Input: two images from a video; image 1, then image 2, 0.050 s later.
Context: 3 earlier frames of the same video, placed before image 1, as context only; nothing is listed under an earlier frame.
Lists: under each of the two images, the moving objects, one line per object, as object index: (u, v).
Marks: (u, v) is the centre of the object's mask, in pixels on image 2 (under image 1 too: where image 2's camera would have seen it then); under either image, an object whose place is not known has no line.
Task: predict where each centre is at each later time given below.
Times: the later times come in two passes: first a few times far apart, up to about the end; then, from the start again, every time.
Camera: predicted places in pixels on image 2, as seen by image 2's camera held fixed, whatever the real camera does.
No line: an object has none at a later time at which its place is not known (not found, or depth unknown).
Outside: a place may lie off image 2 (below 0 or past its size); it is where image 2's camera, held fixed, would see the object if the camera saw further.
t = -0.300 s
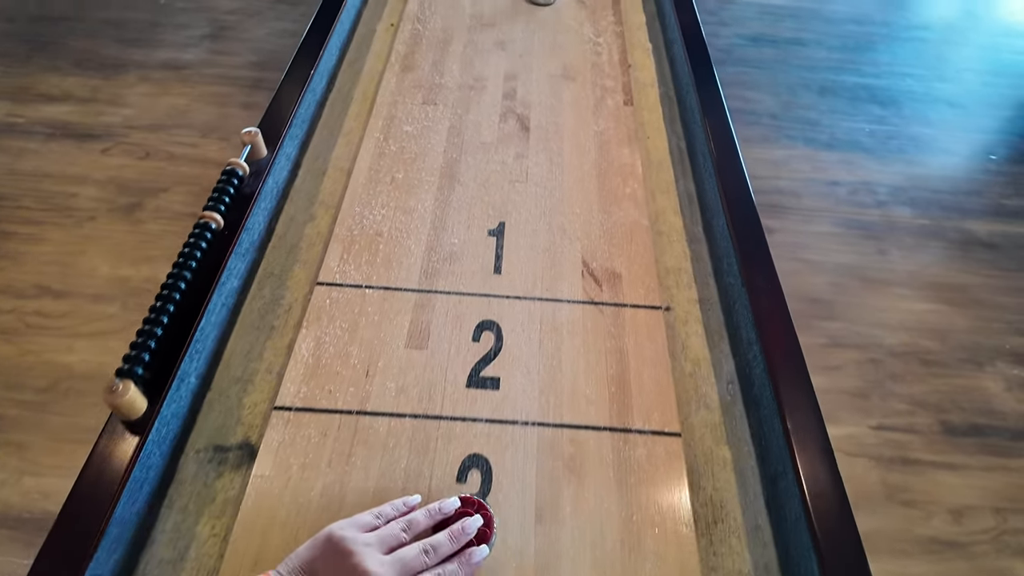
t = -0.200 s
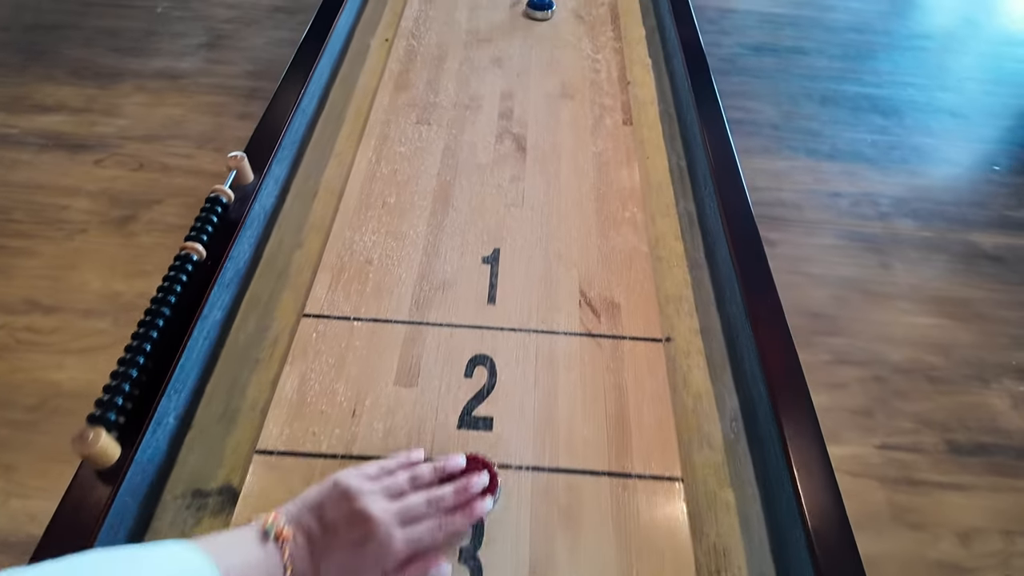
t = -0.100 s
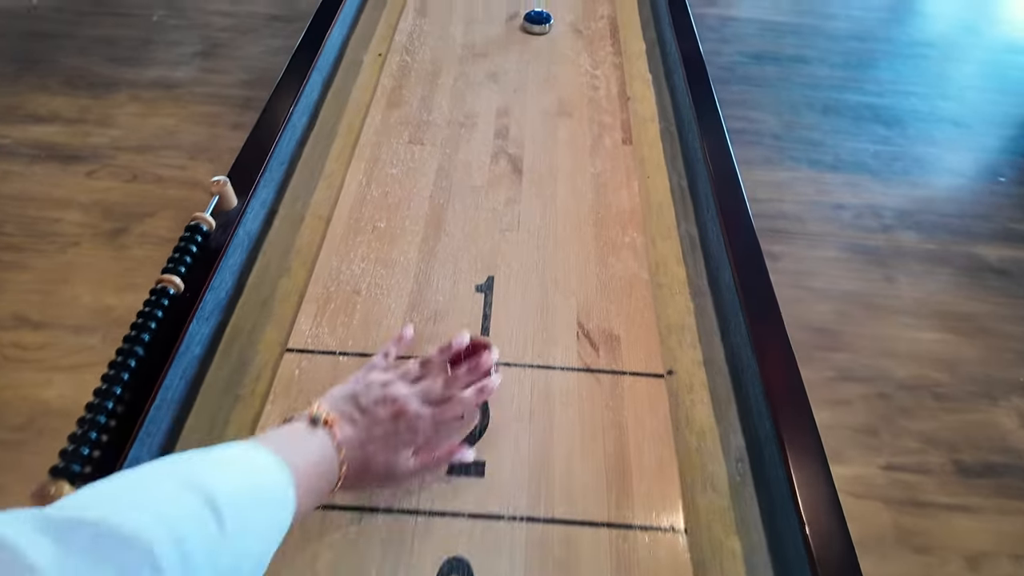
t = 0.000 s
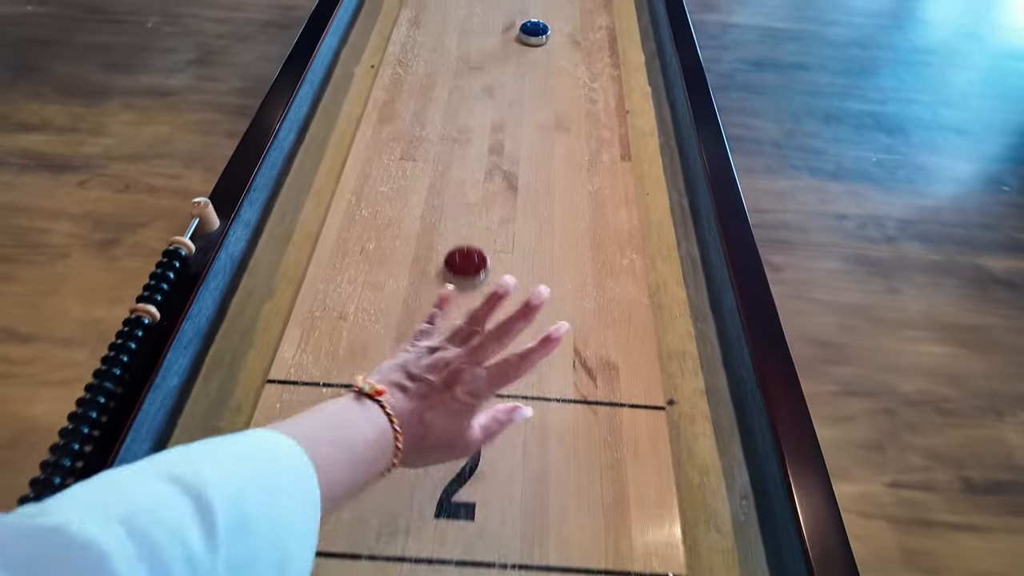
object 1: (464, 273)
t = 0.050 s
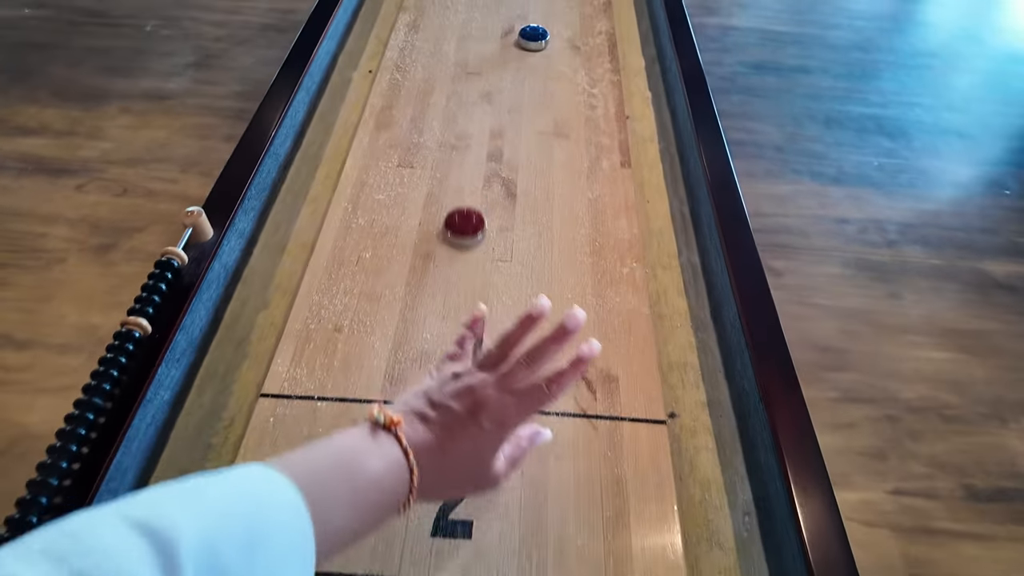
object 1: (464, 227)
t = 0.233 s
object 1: (468, 104)
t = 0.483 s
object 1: (473, 8)
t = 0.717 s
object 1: (475, -44)
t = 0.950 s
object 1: (477, -79)
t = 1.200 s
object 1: (480, -105)
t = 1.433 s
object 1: (479, -117)
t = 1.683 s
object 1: (478, -128)
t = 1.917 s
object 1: (477, -135)
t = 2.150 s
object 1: (477, -141)
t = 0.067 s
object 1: (464, 214)
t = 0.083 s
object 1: (464, 200)
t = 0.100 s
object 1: (465, 187)
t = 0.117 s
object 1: (465, 175)
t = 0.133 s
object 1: (465, 164)
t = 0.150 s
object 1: (465, 153)
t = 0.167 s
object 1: (466, 142)
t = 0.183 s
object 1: (466, 133)
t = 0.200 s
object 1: (467, 122)
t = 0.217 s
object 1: (467, 113)
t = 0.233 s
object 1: (468, 104)
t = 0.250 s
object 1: (468, 96)
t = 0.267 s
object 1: (468, 88)
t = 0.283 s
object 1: (469, 80)
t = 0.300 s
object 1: (470, 73)
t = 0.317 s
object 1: (470, 66)
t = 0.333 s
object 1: (471, 59)
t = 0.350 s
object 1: (471, 52)
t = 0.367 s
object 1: (471, 46)
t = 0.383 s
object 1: (471, 40)
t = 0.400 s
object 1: (472, 34)
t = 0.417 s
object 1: (472, 29)
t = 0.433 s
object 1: (472, 23)
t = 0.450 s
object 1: (473, 18)
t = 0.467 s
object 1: (473, 13)
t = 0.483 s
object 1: (473, 8)
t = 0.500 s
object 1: (473, 4)
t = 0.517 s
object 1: (474, -1)
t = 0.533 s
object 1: (473, -5)
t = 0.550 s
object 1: (474, -9)
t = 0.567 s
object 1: (474, -13)
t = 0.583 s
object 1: (474, -17)
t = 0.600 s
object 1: (475, -21)
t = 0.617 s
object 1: (475, -24)
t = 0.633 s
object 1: (475, -28)
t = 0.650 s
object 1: (475, -32)
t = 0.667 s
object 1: (475, -35)
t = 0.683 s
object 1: (475, -38)
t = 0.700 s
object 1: (476, -41)
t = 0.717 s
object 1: (475, -44)
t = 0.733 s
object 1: (475, -48)
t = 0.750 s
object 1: (475, -51)
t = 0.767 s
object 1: (475, -53)
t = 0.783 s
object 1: (476, -56)
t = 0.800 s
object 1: (476, -58)
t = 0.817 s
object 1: (476, -61)
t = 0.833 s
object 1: (476, -64)
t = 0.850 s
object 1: (476, -65)
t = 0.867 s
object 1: (476, -68)
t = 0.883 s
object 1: (477, -70)
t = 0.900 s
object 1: (477, -73)
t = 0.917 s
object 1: (477, -75)
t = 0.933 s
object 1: (477, -77)
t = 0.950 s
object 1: (477, -79)
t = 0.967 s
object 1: (477, -81)
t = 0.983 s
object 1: (478, -83)
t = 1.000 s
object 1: (478, -84)
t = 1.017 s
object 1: (479, -86)
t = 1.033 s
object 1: (478, -87)
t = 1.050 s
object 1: (479, -89)
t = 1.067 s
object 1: (479, -91)
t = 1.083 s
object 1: (479, -92)
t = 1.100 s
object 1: (479, -94)
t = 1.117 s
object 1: (478, -98)
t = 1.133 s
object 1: (479, -99)
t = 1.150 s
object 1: (479, -101)
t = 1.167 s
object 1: (479, -102)
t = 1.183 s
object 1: (480, -103)
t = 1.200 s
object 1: (480, -105)
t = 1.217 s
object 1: (480, -106)
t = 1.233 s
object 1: (480, -107)
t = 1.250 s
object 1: (480, -108)
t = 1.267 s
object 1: (480, -109)
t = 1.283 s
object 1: (480, -110)
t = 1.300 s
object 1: (480, -111)
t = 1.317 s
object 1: (480, -111)
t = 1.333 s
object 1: (480, -113)
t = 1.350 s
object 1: (480, -113)
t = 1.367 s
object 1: (480, -114)
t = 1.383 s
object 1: (480, -115)
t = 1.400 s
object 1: (479, -116)
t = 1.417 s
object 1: (480, -117)
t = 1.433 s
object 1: (479, -117)
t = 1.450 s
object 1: (479, -118)
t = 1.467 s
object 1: (479, -119)
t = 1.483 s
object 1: (479, -120)
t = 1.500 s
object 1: (479, -120)
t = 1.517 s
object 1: (479, -121)
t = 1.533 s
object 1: (479, -122)
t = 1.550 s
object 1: (479, -122)
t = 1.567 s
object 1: (479, -123)
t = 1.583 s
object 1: (479, -124)
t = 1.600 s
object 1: (479, -124)
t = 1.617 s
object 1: (479, -125)
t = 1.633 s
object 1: (478, -126)
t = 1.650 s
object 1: (478, -127)
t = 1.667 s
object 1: (479, -127)
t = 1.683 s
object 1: (478, -128)
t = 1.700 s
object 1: (478, -128)
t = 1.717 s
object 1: (478, -129)
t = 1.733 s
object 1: (478, -129)
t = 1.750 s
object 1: (478, -130)
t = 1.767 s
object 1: (478, -130)
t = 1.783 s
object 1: (478, -131)
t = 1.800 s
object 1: (478, -132)
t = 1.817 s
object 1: (478, -133)
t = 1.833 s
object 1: (477, -133)
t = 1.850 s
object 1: (478, -133)
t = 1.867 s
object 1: (477, -134)
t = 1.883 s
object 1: (477, -135)
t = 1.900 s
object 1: (477, -135)
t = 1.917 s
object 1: (477, -135)
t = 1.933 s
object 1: (477, -135)
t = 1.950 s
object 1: (477, -136)
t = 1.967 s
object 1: (477, -136)
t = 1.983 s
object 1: (477, -137)
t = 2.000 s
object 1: (477, -138)
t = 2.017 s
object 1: (477, -138)
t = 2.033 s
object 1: (476, -138)
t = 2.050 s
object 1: (476, -138)
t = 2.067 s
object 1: (477, -139)
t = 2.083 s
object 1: (477, -139)
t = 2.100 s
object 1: (476, -139)
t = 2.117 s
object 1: (476, -140)
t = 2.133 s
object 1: (477, -140)
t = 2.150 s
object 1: (477, -141)
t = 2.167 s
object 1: (477, -140)
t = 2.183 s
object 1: (477, -141)
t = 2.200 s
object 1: (477, -141)
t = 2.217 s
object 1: (477, -141)
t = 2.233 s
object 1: (477, -142)
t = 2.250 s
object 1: (477, -142)
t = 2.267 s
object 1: (477, -142)
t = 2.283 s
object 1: (478, -142)
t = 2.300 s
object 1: (478, -142)
